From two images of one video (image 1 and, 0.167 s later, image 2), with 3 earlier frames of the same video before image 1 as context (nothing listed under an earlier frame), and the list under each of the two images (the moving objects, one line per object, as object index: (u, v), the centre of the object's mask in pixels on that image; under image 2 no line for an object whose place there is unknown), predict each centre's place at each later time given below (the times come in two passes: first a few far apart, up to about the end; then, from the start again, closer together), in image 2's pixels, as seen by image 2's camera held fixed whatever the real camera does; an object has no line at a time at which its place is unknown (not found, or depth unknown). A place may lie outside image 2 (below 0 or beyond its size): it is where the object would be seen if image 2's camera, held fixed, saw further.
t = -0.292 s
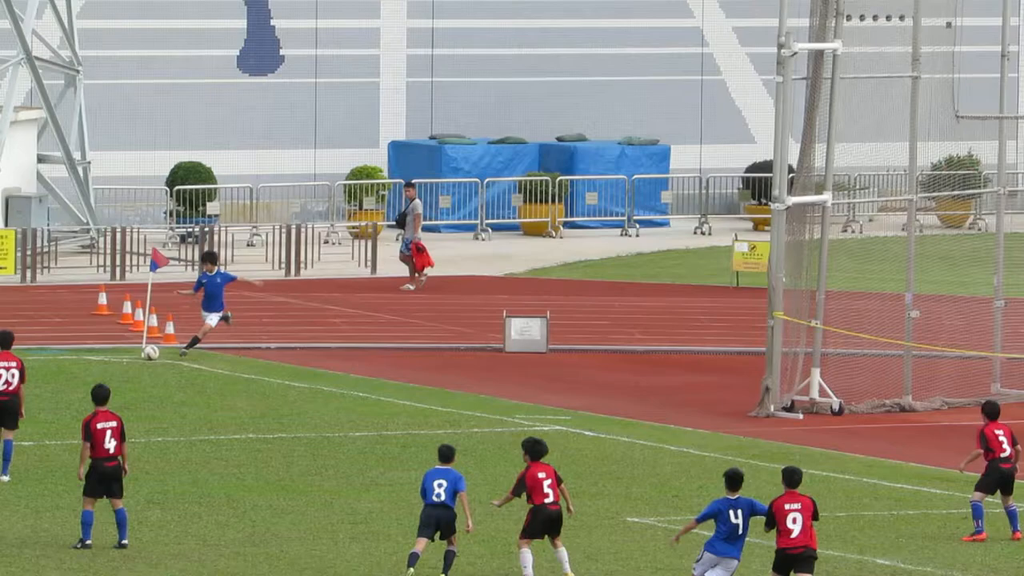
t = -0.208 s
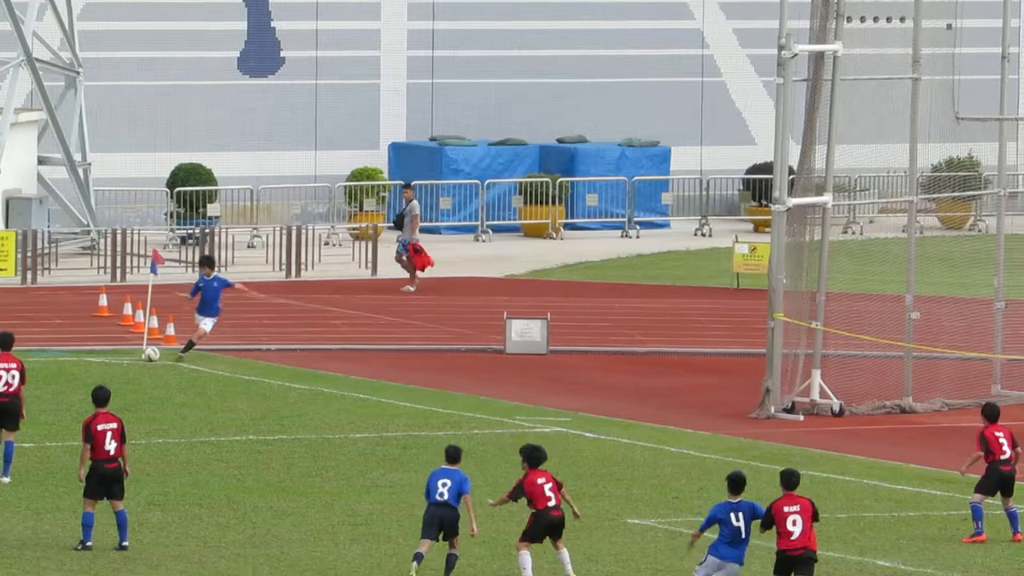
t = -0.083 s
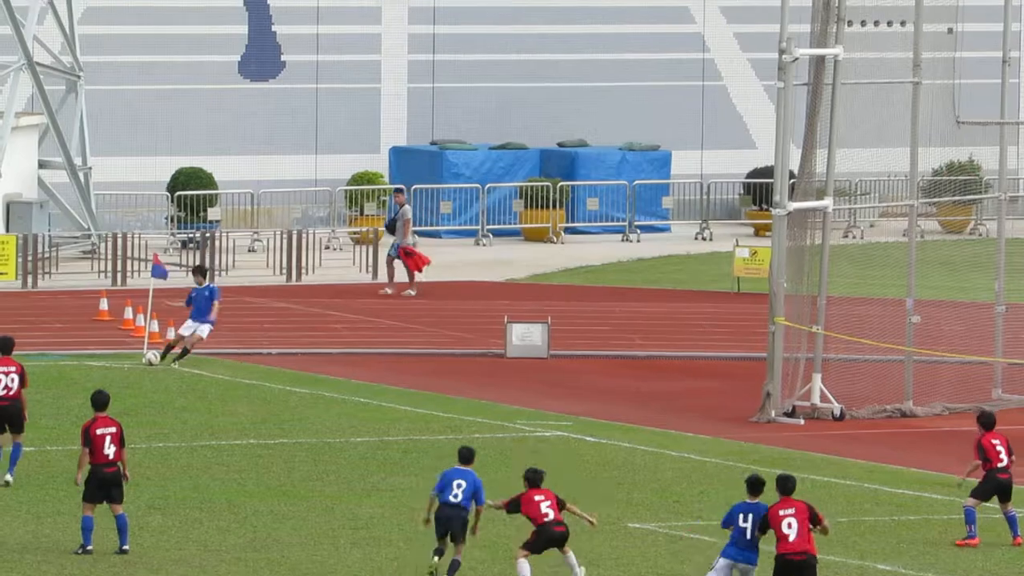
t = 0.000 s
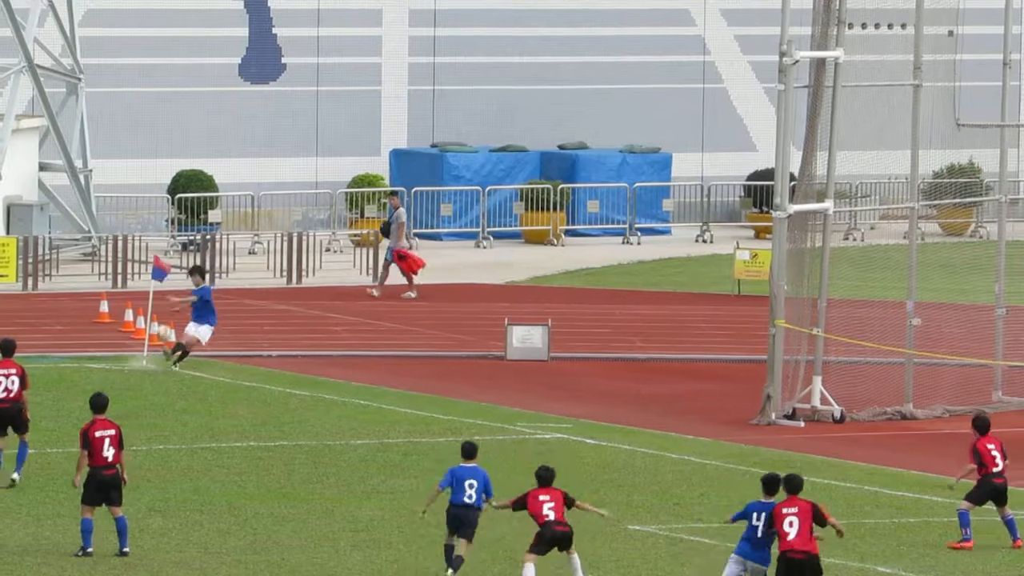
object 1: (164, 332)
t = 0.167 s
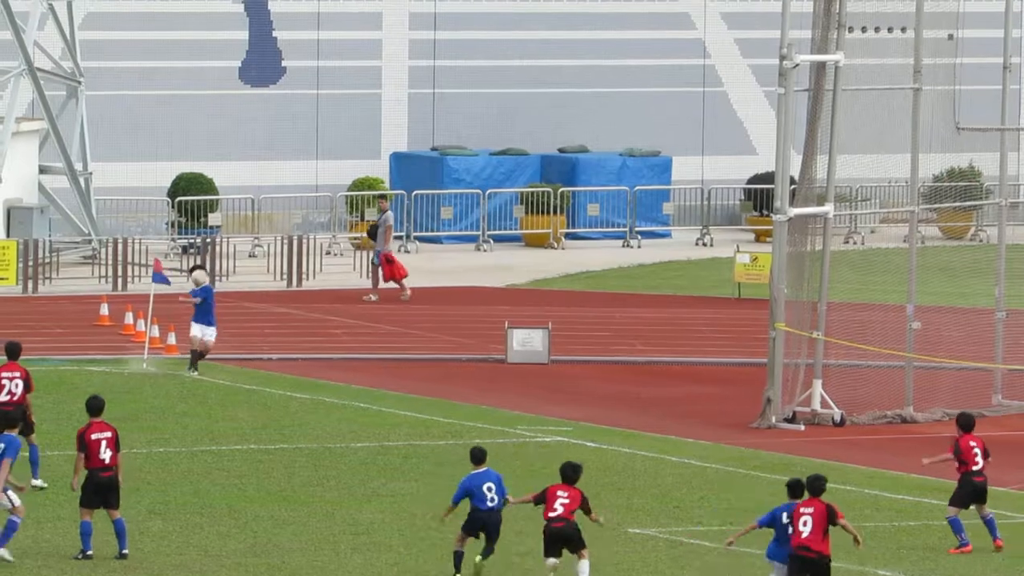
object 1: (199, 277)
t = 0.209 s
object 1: (209, 265)
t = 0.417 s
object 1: (274, 222)
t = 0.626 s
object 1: (359, 206)
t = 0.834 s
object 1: (461, 218)
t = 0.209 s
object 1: (209, 265)
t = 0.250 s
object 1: (221, 254)
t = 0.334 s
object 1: (245, 236)
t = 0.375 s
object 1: (259, 229)
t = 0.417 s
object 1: (274, 222)
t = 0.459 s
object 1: (290, 216)
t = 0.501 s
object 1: (307, 212)
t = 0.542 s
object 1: (323, 209)
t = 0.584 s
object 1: (340, 207)
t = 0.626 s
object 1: (359, 206)
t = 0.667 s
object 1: (379, 206)
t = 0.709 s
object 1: (398, 206)
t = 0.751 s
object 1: (418, 209)
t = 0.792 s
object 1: (439, 213)
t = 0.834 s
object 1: (461, 218)
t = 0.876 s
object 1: (482, 226)
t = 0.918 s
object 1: (505, 234)
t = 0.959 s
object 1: (529, 243)
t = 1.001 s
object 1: (552, 254)
